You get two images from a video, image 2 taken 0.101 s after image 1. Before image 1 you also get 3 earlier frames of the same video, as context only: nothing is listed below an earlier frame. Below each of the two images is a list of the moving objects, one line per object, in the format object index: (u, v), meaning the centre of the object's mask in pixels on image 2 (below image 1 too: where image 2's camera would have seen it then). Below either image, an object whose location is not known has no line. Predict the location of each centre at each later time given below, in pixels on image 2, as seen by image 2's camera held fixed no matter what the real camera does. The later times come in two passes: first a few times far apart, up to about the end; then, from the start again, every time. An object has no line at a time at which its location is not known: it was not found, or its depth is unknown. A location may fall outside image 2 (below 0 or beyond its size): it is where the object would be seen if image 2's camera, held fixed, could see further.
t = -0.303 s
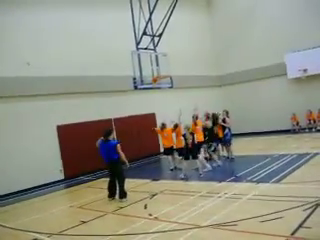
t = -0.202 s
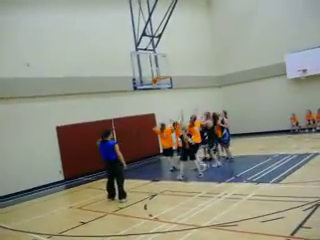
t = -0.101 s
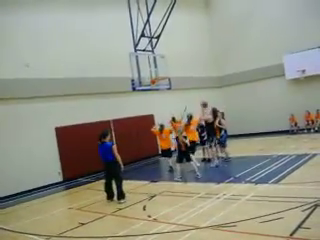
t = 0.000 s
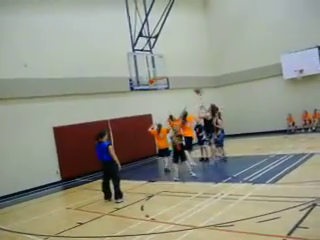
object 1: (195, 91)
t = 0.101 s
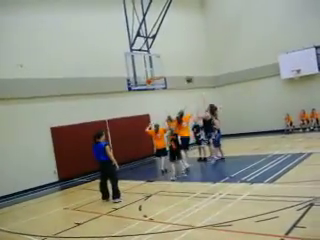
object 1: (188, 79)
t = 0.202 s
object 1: (182, 72)
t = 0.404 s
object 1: (172, 66)
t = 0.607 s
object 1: (164, 71)
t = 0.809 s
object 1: (161, 73)
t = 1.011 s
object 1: (158, 83)
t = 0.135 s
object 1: (186, 76)
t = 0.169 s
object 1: (184, 74)
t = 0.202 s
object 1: (182, 72)
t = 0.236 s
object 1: (180, 70)
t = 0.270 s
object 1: (178, 68)
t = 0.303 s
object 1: (177, 67)
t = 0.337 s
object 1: (175, 66)
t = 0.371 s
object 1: (173, 65)
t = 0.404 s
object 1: (172, 66)
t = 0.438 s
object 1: (170, 66)
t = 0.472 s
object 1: (169, 66)
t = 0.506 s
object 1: (167, 67)
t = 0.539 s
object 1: (166, 68)
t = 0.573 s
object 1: (165, 69)
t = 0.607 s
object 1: (164, 71)
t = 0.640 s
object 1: (163, 73)
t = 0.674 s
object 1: (163, 72)
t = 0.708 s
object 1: (162, 72)
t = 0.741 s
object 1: (161, 72)
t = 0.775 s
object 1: (161, 73)
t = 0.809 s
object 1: (161, 73)
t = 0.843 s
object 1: (160, 74)
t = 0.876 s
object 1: (160, 75)
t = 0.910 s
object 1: (159, 77)
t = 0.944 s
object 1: (159, 79)
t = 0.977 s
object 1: (158, 81)
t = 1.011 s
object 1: (158, 83)
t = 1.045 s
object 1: (157, 83)
